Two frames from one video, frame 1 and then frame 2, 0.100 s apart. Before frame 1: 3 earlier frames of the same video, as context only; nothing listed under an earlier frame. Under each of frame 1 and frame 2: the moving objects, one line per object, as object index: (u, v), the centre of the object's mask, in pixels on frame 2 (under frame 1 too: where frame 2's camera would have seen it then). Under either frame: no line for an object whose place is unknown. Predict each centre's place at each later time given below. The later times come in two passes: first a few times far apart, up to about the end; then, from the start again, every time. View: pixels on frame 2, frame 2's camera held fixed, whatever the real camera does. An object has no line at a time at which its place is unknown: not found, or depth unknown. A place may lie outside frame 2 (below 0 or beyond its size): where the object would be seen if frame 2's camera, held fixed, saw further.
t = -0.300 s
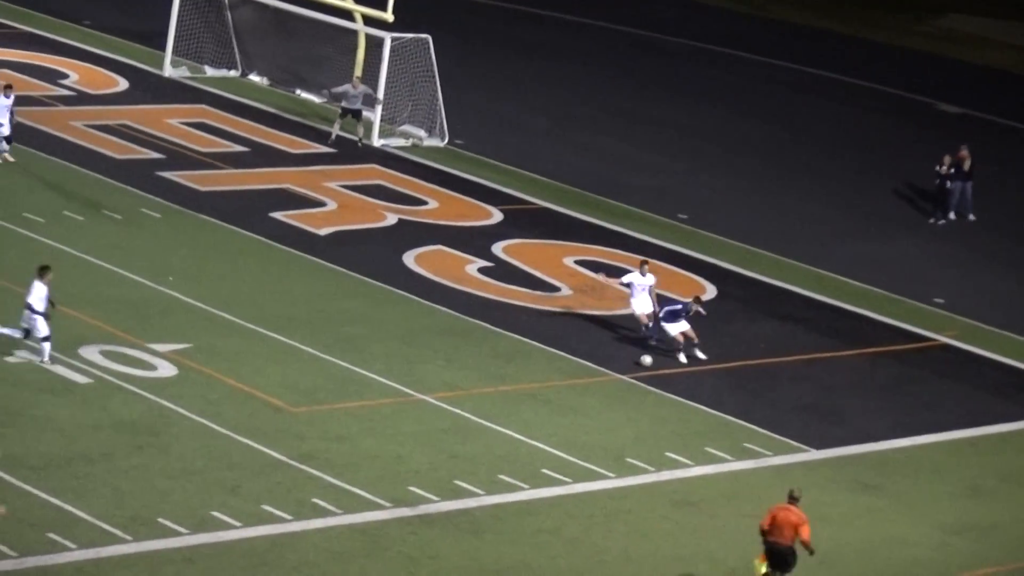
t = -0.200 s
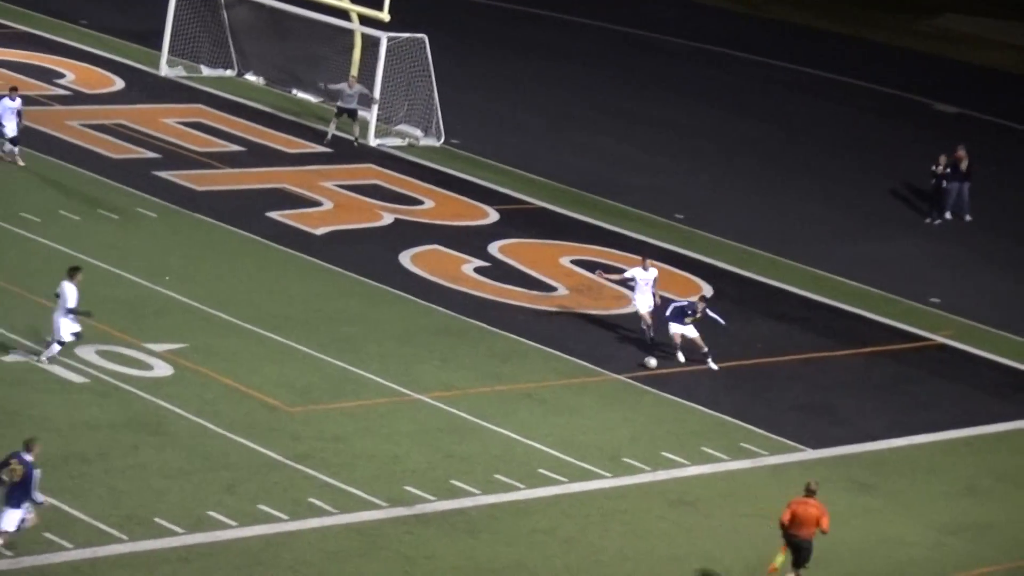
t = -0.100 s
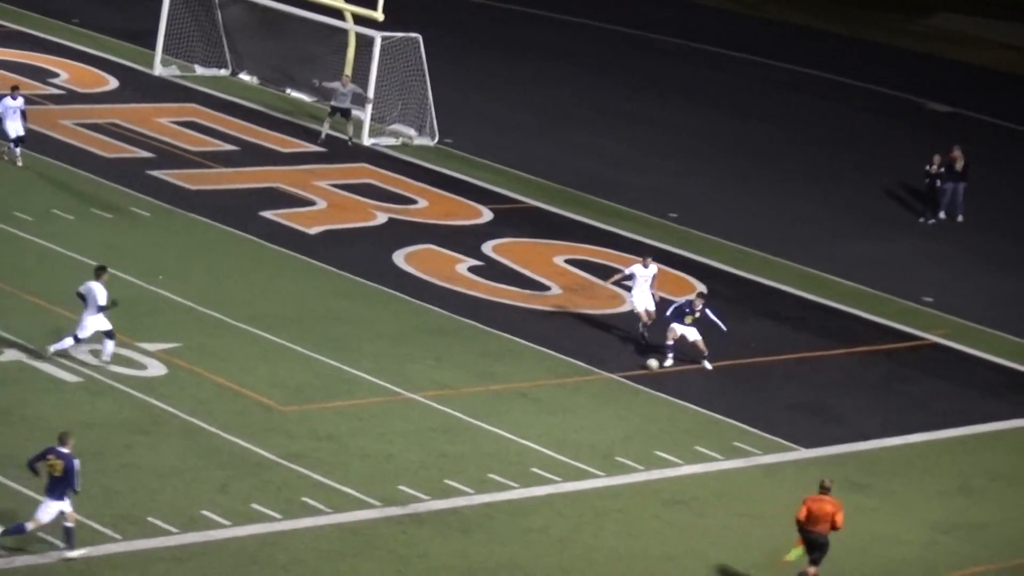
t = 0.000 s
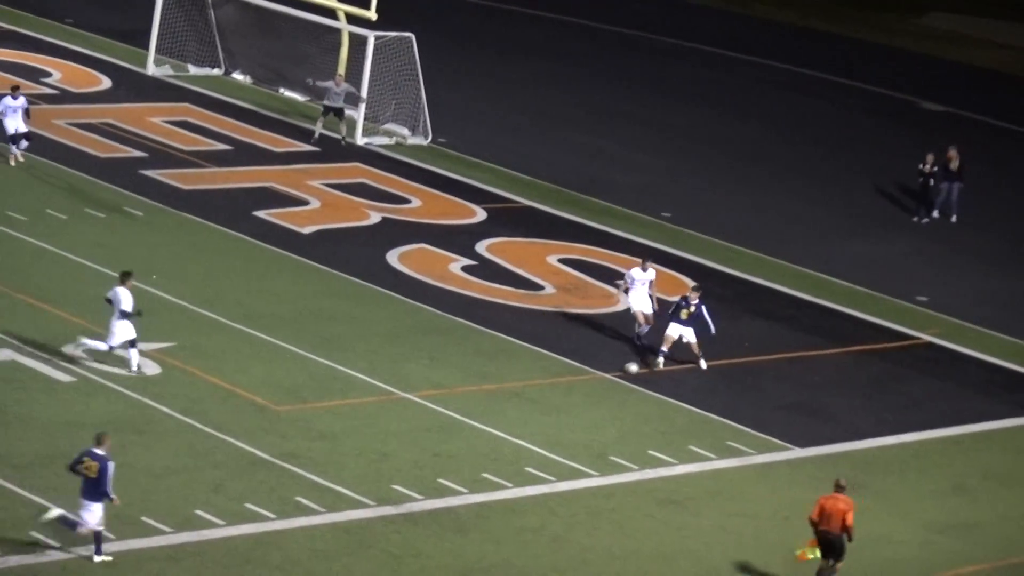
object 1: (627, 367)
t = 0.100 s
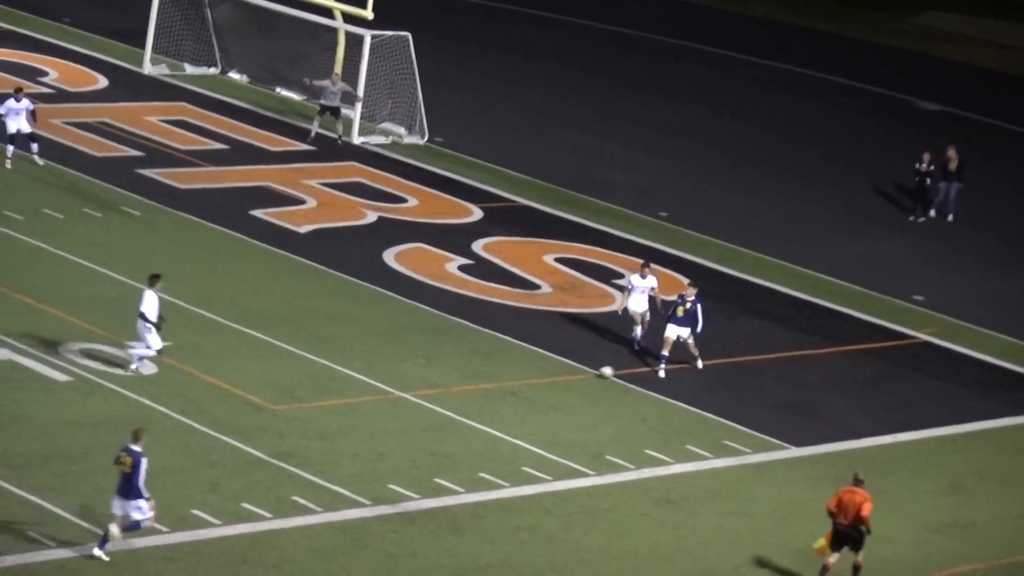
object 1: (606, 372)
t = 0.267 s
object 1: (574, 379)
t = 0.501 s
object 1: (538, 388)
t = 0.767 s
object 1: (498, 399)
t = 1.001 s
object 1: (464, 408)
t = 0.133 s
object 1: (599, 373)
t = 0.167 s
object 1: (593, 375)
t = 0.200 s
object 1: (586, 376)
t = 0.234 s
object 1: (580, 377)
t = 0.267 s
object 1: (574, 379)
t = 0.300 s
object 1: (569, 380)
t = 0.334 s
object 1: (563, 382)
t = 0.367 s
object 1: (558, 383)
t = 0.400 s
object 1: (553, 384)
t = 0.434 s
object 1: (547, 385)
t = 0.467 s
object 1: (542, 386)
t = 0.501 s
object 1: (538, 388)
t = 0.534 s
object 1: (533, 389)
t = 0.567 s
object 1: (528, 391)
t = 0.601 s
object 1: (523, 392)
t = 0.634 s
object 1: (519, 393)
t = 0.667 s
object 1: (514, 394)
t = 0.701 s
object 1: (508, 396)
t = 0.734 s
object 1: (504, 397)
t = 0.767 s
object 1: (498, 399)
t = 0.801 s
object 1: (494, 400)
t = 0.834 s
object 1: (488, 401)
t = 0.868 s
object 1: (484, 402)
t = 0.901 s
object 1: (478, 404)
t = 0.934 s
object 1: (474, 405)
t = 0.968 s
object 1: (468, 406)
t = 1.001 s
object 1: (464, 408)
